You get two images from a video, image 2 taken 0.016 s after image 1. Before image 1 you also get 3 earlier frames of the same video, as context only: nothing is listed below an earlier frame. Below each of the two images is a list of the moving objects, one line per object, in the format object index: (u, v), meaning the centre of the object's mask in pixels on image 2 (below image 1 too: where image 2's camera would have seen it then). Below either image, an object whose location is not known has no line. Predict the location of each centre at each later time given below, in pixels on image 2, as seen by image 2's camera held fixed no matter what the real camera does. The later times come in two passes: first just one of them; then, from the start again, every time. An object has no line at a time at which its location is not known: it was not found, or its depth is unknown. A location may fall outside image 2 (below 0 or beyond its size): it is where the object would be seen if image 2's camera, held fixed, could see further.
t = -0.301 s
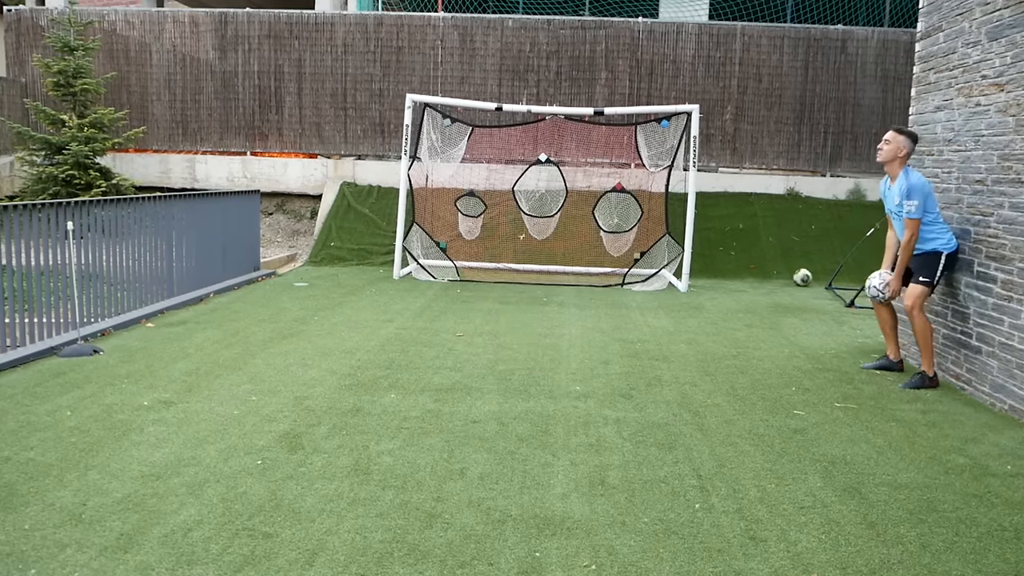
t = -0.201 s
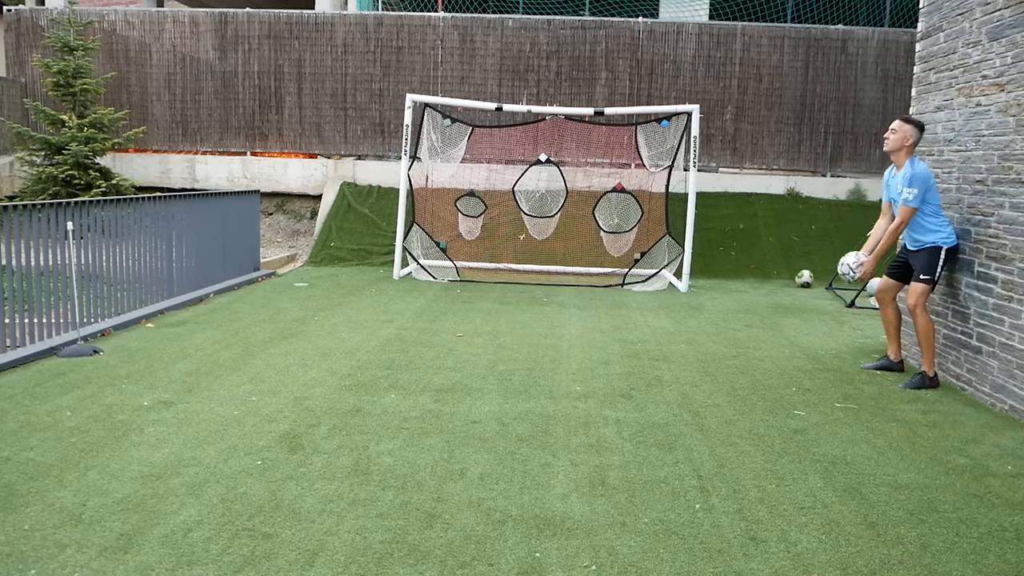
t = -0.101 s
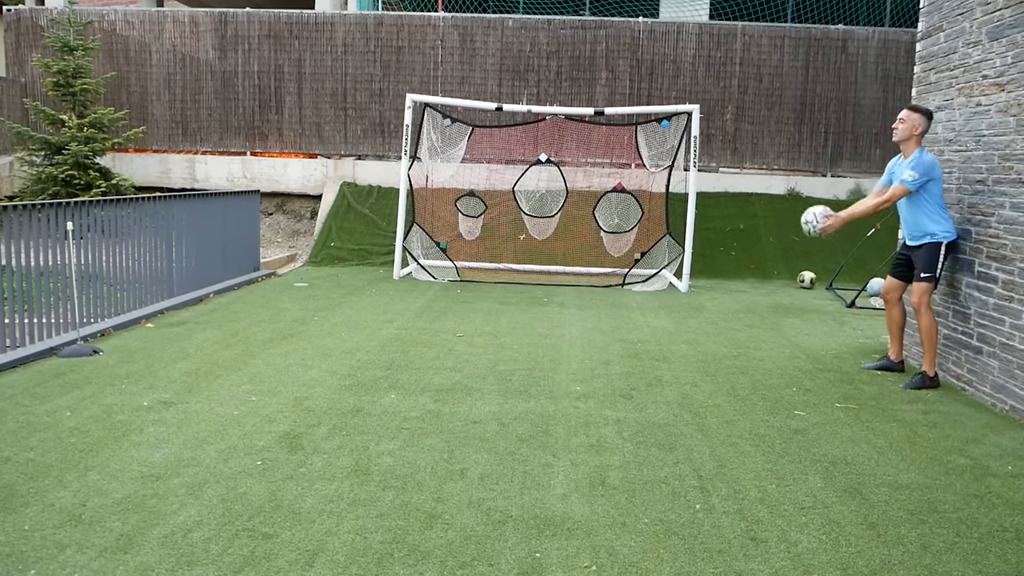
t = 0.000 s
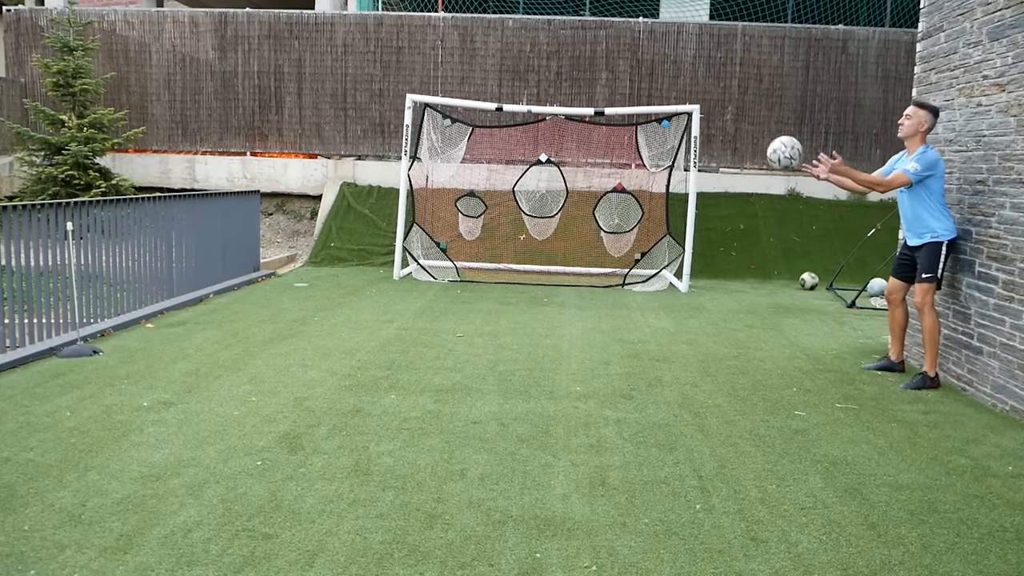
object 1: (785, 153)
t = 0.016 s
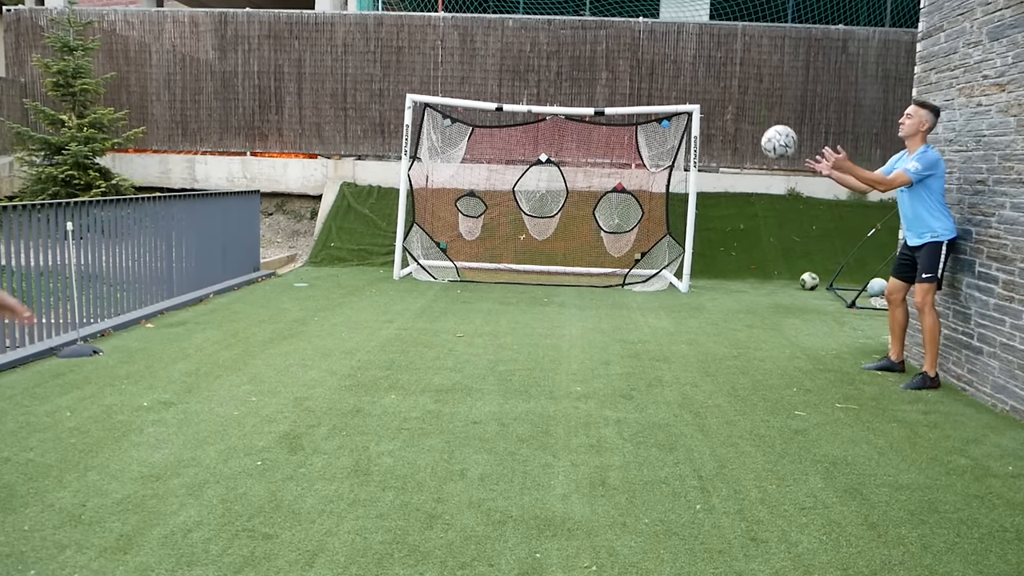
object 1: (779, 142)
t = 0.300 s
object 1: (676, 24)
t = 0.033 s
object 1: (773, 131)
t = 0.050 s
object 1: (767, 121)
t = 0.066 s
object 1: (761, 112)
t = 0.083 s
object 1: (756, 103)
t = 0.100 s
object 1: (750, 94)
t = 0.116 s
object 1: (744, 86)
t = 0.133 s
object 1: (738, 78)
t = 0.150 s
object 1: (732, 71)
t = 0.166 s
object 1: (726, 64)
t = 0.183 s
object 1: (720, 58)
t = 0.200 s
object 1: (714, 52)
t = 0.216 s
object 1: (708, 46)
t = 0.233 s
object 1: (702, 40)
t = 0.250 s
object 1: (695, 36)
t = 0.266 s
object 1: (689, 31)
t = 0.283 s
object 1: (683, 27)
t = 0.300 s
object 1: (676, 24)
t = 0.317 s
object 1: (670, 20)
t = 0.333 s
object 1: (663, 18)
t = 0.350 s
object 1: (657, 16)
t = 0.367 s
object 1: (650, 15)
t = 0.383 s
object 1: (644, 15)
